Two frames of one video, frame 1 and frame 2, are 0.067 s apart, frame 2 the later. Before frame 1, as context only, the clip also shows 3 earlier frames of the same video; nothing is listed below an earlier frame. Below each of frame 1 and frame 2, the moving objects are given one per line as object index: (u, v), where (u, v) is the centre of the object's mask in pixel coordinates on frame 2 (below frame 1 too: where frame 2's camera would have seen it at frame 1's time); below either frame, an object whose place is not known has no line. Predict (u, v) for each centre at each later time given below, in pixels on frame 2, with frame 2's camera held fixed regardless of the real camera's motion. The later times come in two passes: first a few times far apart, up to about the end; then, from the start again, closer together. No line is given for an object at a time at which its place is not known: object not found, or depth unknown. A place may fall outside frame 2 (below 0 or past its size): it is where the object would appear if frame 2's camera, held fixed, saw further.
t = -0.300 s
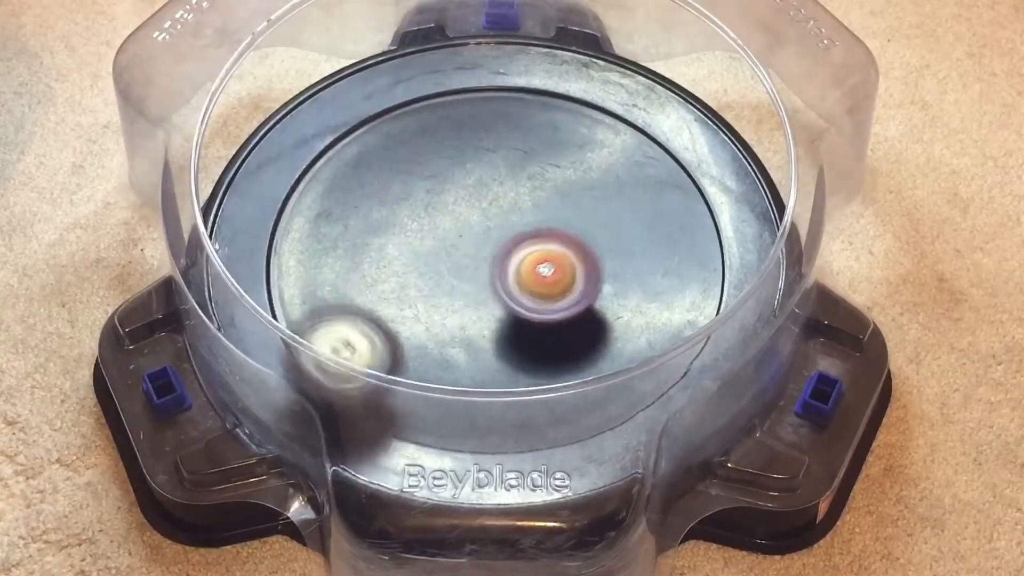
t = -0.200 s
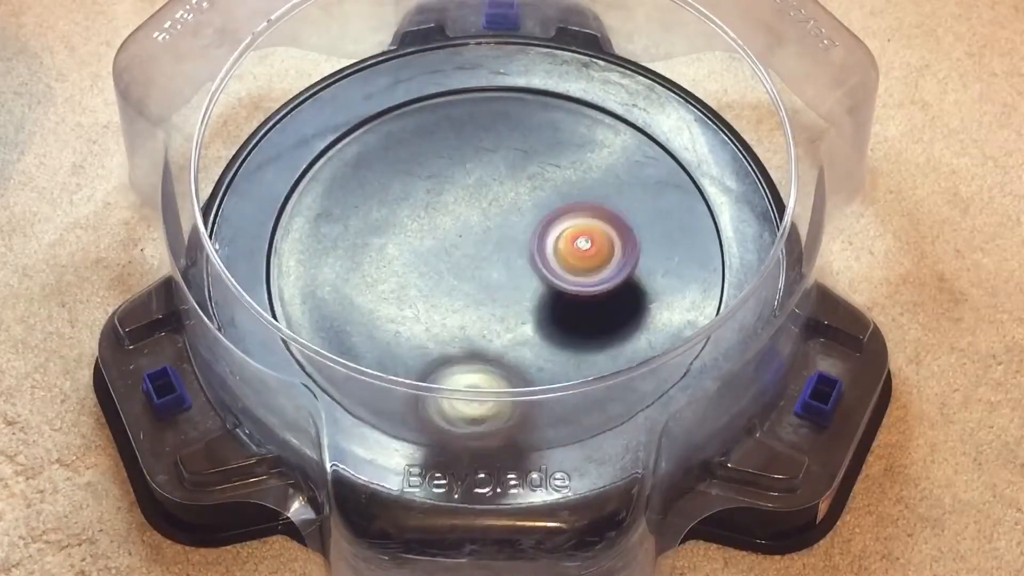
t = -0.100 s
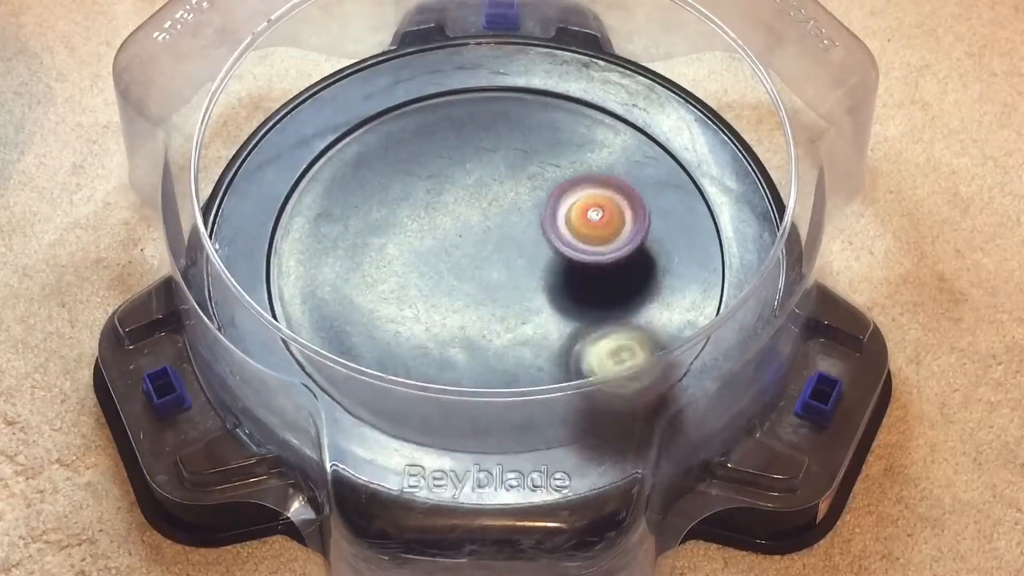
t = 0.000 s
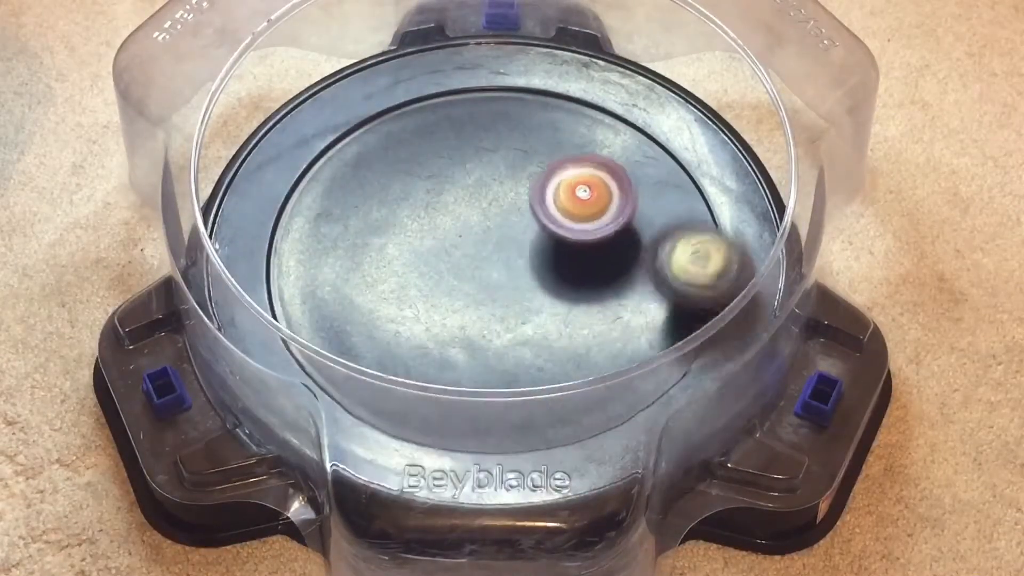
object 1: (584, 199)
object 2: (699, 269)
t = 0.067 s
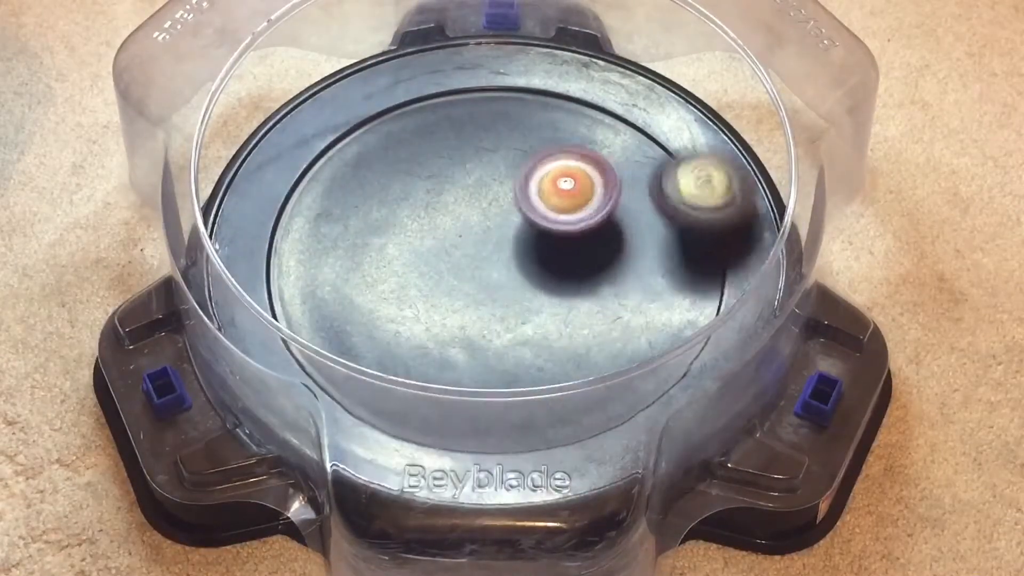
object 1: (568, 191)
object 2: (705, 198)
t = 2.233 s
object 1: (492, 260)
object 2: (413, 92)
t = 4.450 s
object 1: (500, 248)
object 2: (453, 95)
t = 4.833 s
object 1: (498, 245)
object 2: (350, 358)
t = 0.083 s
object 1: (563, 190)
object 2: (697, 180)
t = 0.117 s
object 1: (553, 190)
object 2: (674, 149)
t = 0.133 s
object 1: (548, 190)
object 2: (658, 135)
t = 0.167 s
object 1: (537, 191)
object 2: (622, 112)
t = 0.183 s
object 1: (533, 192)
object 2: (603, 102)
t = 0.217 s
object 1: (523, 196)
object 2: (563, 85)
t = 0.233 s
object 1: (519, 198)
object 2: (542, 80)
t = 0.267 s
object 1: (511, 202)
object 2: (495, 77)
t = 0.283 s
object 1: (507, 206)
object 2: (473, 78)
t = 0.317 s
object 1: (500, 215)
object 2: (429, 85)
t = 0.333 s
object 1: (498, 218)
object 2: (409, 92)
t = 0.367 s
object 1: (495, 224)
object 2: (365, 113)
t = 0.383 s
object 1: (494, 228)
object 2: (350, 124)
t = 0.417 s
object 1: (492, 237)
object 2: (318, 151)
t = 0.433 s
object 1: (492, 241)
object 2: (306, 168)
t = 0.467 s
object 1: (493, 249)
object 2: (289, 205)
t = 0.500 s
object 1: (495, 257)
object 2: (281, 243)
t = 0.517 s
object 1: (497, 261)
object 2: (284, 261)
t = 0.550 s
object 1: (502, 267)
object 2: (296, 299)
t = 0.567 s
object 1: (504, 270)
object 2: (306, 321)
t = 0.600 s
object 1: (509, 277)
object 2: (338, 354)
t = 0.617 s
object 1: (512, 277)
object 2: (355, 366)
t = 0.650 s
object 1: (517, 280)
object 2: (403, 394)
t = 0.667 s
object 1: (520, 282)
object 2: (428, 404)
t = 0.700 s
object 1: (527, 284)
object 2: (485, 415)
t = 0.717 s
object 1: (529, 284)
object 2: (512, 415)
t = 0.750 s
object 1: (535, 284)
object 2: (568, 406)
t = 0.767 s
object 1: (537, 283)
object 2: (594, 398)
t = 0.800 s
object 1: (541, 280)
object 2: (637, 372)
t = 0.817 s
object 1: (542, 277)
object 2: (656, 355)
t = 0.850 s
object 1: (545, 274)
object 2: (685, 328)
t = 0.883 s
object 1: (546, 270)
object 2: (706, 287)
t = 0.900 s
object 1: (546, 268)
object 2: (705, 268)
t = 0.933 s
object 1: (545, 264)
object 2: (713, 233)
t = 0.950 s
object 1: (544, 261)
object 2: (709, 217)
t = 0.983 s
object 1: (542, 256)
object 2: (695, 181)
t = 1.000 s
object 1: (540, 254)
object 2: (684, 165)
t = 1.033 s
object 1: (537, 249)
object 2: (659, 141)
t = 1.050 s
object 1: (535, 248)
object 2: (640, 124)
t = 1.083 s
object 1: (532, 245)
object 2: (605, 101)
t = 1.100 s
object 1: (530, 244)
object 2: (585, 93)
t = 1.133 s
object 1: (527, 242)
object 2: (545, 81)
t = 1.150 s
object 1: (526, 242)
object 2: (522, 78)
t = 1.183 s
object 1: (522, 242)
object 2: (481, 79)
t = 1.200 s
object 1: (521, 243)
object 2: (460, 80)
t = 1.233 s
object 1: (517, 245)
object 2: (418, 89)
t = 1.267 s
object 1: (513, 247)
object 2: (377, 104)
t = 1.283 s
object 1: (511, 249)
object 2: (361, 116)
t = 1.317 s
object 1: (507, 252)
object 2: (330, 140)
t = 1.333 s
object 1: (505, 254)
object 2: (316, 152)
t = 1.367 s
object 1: (502, 257)
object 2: (298, 185)
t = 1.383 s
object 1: (501, 258)
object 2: (289, 202)
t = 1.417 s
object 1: (499, 262)
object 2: (281, 237)
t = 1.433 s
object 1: (498, 263)
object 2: (283, 255)
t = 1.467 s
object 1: (496, 265)
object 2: (296, 286)
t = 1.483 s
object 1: (496, 266)
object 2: (300, 308)
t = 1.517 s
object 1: (495, 267)
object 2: (323, 340)
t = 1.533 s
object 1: (495, 268)
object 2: (341, 359)
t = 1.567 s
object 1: (495, 268)
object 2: (379, 383)
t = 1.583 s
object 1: (495, 269)
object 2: (402, 395)
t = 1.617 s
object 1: (495, 269)
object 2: (450, 411)
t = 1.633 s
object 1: (495, 269)
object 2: (477, 416)
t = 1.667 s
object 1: (495, 268)
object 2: (530, 412)
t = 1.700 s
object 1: (496, 268)
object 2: (580, 401)
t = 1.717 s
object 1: (496, 268)
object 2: (603, 394)
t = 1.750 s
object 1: (497, 267)
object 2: (642, 366)
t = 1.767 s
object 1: (497, 266)
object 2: (658, 360)
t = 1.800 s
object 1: (497, 265)
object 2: (684, 330)
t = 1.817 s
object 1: (498, 265)
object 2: (696, 314)
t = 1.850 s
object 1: (498, 264)
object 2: (703, 271)
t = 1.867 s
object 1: (498, 263)
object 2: (708, 259)
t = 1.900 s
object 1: (498, 263)
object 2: (711, 228)
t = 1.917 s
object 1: (498, 262)
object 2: (707, 211)
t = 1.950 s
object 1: (498, 261)
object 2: (693, 181)
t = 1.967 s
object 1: (498, 261)
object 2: (684, 167)
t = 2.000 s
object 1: (498, 261)
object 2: (659, 139)
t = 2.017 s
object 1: (498, 261)
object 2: (647, 128)
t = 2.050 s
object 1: (498, 261)
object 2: (616, 108)
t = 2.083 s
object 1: (497, 260)
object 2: (580, 91)
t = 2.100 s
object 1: (496, 261)
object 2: (563, 87)
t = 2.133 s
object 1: (495, 260)
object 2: (525, 80)
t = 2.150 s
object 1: (494, 260)
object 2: (505, 78)
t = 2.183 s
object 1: (493, 260)
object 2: (468, 80)
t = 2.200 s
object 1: (493, 260)
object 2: (449, 83)
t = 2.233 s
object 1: (492, 260)
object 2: (413, 92)
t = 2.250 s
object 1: (491, 260)
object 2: (396, 97)
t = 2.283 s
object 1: (490, 260)
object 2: (364, 115)
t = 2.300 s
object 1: (489, 260)
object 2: (348, 126)
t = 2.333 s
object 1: (488, 260)
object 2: (323, 146)
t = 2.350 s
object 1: (488, 258)
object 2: (310, 159)
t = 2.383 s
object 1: (487, 258)
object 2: (294, 189)
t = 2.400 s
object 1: (487, 259)
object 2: (288, 204)
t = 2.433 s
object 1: (486, 257)
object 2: (282, 239)
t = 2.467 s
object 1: (485, 258)
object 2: (286, 267)
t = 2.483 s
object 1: (485, 258)
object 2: (294, 282)
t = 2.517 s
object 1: (485, 258)
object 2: (303, 323)
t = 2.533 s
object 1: (485, 256)
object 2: (315, 337)
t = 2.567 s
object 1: (485, 255)
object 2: (344, 363)
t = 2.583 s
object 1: (485, 255)
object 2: (358, 371)
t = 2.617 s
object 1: (485, 256)
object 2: (397, 392)
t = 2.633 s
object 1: (485, 256)
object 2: (416, 402)
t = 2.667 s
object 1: (486, 254)
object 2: (462, 413)
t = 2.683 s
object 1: (486, 254)
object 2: (483, 412)
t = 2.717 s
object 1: (486, 254)
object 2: (532, 414)
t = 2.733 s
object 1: (486, 254)
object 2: (552, 407)
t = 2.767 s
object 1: (487, 253)
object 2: (597, 393)
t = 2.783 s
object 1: (487, 252)
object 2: (618, 383)
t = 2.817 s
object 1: (488, 251)
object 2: (651, 359)
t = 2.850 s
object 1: (489, 251)
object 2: (674, 341)
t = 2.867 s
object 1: (489, 251)
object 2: (686, 329)
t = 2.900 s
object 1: (490, 250)
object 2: (704, 293)
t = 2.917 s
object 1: (491, 249)
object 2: (701, 274)
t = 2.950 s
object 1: (491, 249)
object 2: (711, 250)
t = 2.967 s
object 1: (492, 248)
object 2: (712, 235)
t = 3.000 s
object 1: (493, 247)
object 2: (705, 206)
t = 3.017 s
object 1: (493, 247)
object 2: (699, 192)
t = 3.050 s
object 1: (494, 246)
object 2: (682, 167)
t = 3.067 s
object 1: (495, 246)
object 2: (673, 156)
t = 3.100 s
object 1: (495, 247)
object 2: (649, 133)
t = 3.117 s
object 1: (496, 246)
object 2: (635, 122)
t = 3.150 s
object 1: (497, 245)
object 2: (607, 106)
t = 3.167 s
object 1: (497, 246)
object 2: (591, 98)
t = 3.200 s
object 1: (498, 246)
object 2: (558, 88)
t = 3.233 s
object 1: (499, 246)
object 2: (524, 81)
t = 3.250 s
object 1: (499, 245)
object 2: (508, 80)
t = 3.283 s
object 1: (499, 246)
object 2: (472, 84)
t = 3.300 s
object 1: (499, 246)
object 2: (456, 85)
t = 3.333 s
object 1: (500, 245)
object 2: (422, 94)
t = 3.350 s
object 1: (500, 246)
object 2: (406, 99)
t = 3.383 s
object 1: (500, 245)
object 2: (374, 114)
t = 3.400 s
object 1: (500, 246)
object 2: (360, 125)
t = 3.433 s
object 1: (500, 244)
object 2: (336, 145)
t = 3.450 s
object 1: (500, 244)
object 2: (325, 157)
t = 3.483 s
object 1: (500, 244)
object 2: (307, 183)
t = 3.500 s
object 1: (501, 244)
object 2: (301, 196)
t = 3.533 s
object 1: (501, 245)
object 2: (292, 226)
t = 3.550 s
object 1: (501, 244)
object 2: (289, 240)
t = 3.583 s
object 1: (501, 244)
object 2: (294, 269)
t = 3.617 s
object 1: (501, 245)
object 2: (307, 293)
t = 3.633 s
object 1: (501, 244)
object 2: (310, 312)
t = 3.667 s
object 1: (501, 244)
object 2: (327, 343)
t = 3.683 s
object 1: (501, 244)
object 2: (341, 357)
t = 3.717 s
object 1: (502, 245)
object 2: (373, 376)
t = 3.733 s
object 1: (502, 244)
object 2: (390, 385)
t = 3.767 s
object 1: (501, 246)
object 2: (430, 400)
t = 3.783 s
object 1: (502, 246)
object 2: (451, 405)
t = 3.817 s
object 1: (502, 246)
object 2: (495, 408)
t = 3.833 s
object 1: (502, 245)
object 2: (517, 409)
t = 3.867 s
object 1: (502, 247)
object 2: (556, 401)
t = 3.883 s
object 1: (502, 247)
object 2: (576, 397)
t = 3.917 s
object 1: (502, 247)
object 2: (614, 383)
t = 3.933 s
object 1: (502, 247)
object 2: (630, 371)
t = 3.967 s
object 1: (502, 248)
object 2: (658, 354)
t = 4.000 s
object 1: (502, 248)
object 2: (681, 332)
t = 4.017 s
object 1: (502, 248)
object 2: (690, 319)
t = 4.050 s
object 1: (502, 248)
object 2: (697, 281)
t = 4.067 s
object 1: (501, 249)
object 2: (701, 270)
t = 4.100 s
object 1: (502, 249)
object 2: (708, 245)
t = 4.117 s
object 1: (502, 249)
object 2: (707, 230)
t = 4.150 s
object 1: (502, 249)
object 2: (699, 204)
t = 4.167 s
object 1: (501, 249)
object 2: (694, 191)
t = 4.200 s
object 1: (502, 249)
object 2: (676, 168)
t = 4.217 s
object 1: (501, 249)
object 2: (665, 157)
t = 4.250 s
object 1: (501, 249)
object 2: (640, 135)
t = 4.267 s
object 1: (501, 249)
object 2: (628, 126)
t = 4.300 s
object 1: (501, 249)
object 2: (599, 111)
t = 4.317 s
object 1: (501, 249)
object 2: (584, 104)
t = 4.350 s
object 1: (501, 248)
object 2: (553, 96)
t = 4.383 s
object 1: (501, 248)
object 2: (520, 91)
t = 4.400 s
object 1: (500, 248)
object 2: (502, 90)
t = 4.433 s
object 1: (501, 248)
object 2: (470, 93)
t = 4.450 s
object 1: (500, 248)
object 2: (453, 95)
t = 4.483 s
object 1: (500, 248)
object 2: (420, 106)
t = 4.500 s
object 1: (500, 247)
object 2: (405, 110)
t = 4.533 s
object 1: (500, 247)
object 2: (377, 126)
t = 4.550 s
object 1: (500, 248)
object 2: (364, 135)
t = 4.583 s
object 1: (500, 247)
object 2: (340, 156)
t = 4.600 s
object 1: (500, 247)
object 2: (330, 168)
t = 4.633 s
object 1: (499, 247)
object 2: (313, 192)
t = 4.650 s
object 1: (499, 246)
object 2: (307, 207)
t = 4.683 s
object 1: (499, 245)
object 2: (299, 234)
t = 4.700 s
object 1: (498, 246)
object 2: (298, 249)
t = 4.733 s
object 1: (498, 246)
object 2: (301, 276)
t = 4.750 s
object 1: (498, 245)
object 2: (308, 287)
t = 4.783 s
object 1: (498, 245)
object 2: (318, 315)
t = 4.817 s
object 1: (498, 245)
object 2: (337, 347)
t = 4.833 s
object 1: (498, 245)
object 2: (350, 358)
